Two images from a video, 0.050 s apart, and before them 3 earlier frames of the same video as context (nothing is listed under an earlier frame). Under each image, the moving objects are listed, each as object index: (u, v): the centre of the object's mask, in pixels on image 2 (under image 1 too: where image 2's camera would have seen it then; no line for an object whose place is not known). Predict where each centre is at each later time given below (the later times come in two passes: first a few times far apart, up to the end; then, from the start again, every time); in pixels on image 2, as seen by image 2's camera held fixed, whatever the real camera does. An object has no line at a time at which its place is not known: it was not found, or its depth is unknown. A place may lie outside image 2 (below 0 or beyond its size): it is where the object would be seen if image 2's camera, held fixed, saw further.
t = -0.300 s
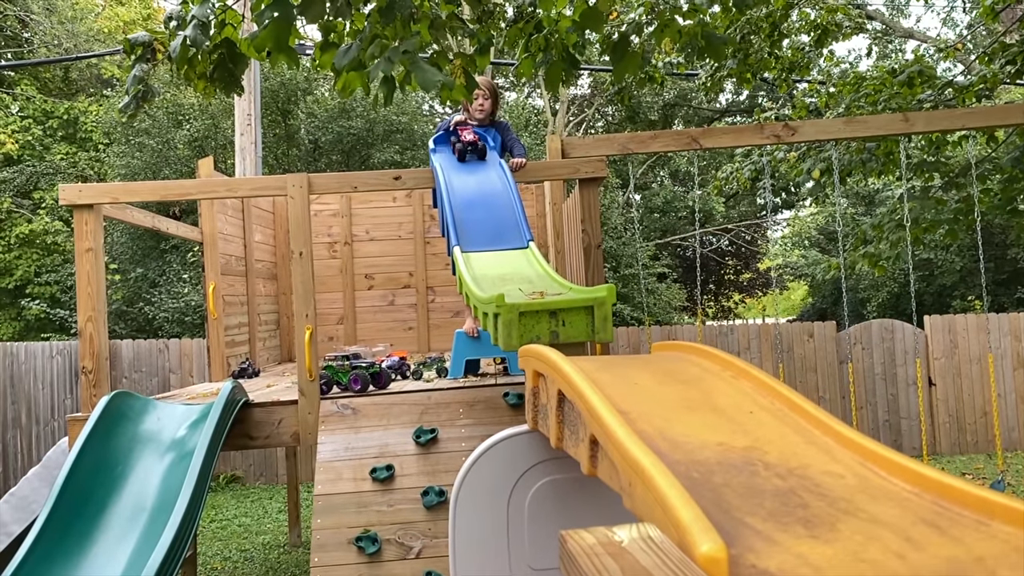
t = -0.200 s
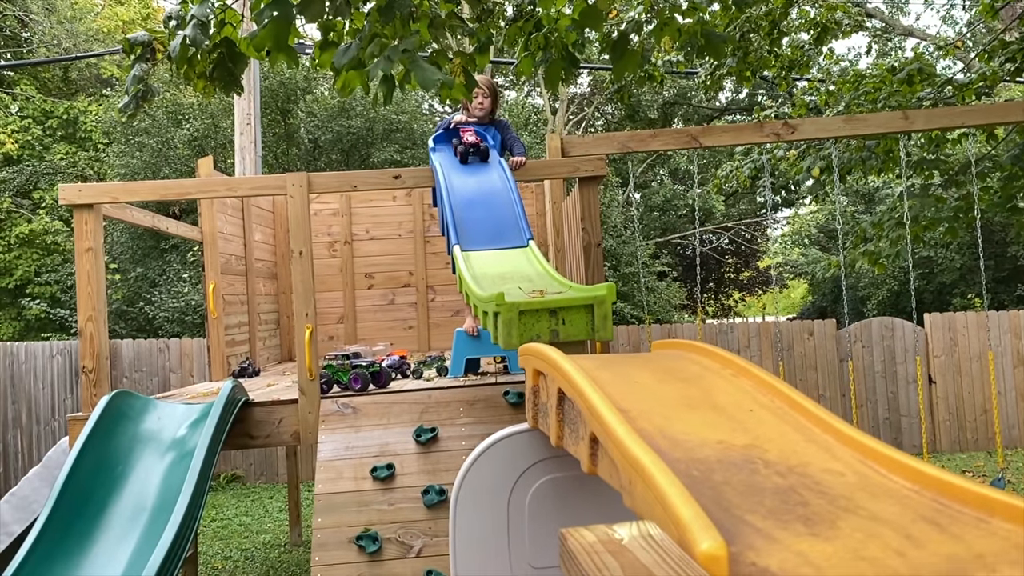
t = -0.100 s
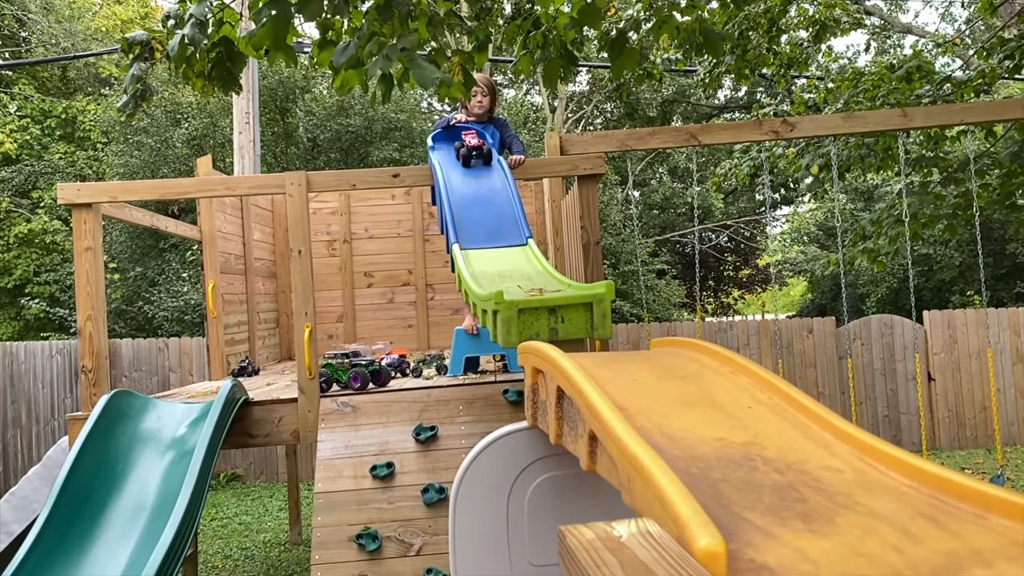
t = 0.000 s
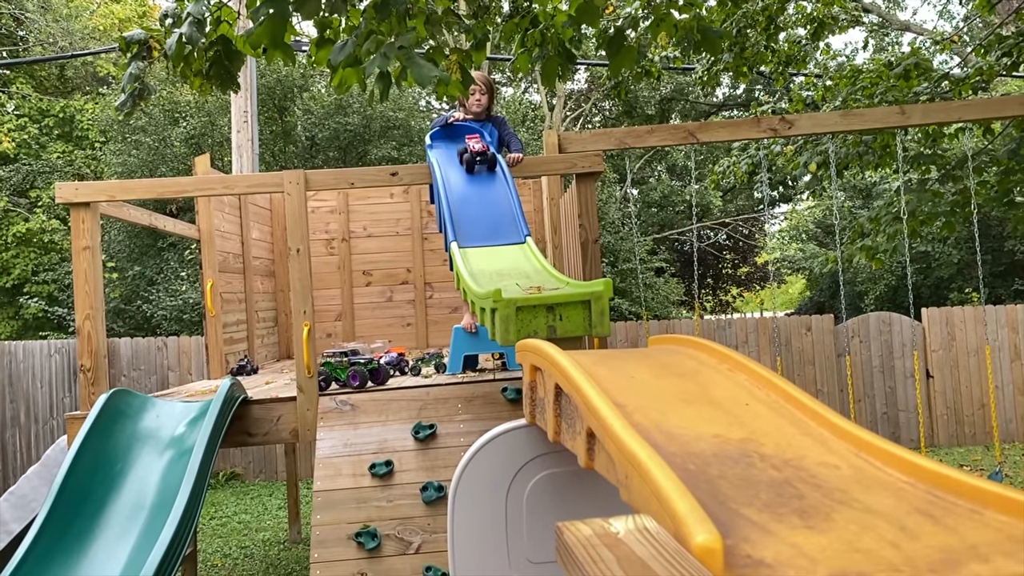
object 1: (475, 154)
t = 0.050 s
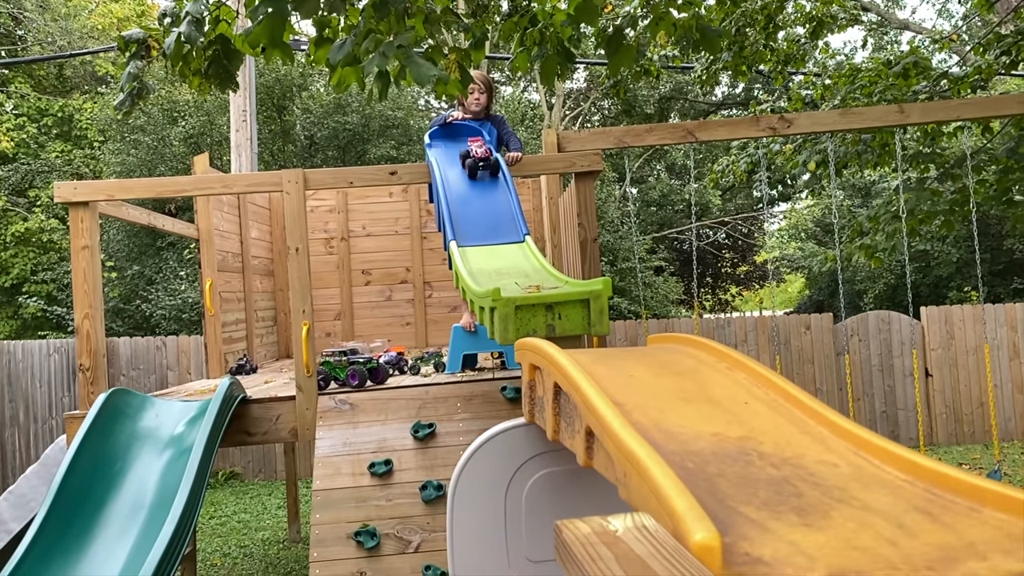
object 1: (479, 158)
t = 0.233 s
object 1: (496, 201)
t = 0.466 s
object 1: (530, 265)
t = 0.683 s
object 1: (573, 270)
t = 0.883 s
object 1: (650, 309)
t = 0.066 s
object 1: (480, 161)
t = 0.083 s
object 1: (481, 163)
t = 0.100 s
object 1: (483, 166)
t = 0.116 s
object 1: (484, 169)
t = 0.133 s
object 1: (486, 172)
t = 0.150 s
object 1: (488, 176)
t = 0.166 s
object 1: (489, 180)
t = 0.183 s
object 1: (491, 185)
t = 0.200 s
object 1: (493, 190)
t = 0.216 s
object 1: (495, 195)
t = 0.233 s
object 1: (496, 201)
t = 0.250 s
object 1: (498, 208)
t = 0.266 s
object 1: (500, 215)
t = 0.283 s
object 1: (502, 222)
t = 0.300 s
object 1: (504, 228)
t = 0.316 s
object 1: (506, 233)
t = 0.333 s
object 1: (509, 238)
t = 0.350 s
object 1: (511, 242)
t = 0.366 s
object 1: (513, 246)
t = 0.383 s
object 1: (516, 249)
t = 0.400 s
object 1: (518, 252)
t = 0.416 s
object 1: (521, 256)
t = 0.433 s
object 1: (524, 259)
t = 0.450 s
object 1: (527, 263)
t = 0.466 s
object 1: (530, 265)
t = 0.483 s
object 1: (533, 267)
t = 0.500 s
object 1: (536, 269)
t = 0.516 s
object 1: (539, 270)
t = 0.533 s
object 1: (542, 271)
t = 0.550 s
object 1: (545, 272)
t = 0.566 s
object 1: (548, 272)
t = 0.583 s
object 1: (552, 272)
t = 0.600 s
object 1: (555, 272)
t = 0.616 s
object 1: (559, 271)
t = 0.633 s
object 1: (563, 270)
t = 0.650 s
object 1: (566, 270)
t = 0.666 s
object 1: (569, 269)
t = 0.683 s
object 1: (573, 270)
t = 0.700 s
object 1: (577, 272)
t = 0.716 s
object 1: (581, 275)
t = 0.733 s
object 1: (585, 280)
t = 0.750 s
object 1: (590, 286)
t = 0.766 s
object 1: (596, 294)
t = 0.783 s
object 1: (602, 304)
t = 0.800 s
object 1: (608, 309)
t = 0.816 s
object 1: (615, 308)
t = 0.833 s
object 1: (624, 309)
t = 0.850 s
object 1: (632, 311)
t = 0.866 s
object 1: (641, 310)
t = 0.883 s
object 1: (650, 309)
